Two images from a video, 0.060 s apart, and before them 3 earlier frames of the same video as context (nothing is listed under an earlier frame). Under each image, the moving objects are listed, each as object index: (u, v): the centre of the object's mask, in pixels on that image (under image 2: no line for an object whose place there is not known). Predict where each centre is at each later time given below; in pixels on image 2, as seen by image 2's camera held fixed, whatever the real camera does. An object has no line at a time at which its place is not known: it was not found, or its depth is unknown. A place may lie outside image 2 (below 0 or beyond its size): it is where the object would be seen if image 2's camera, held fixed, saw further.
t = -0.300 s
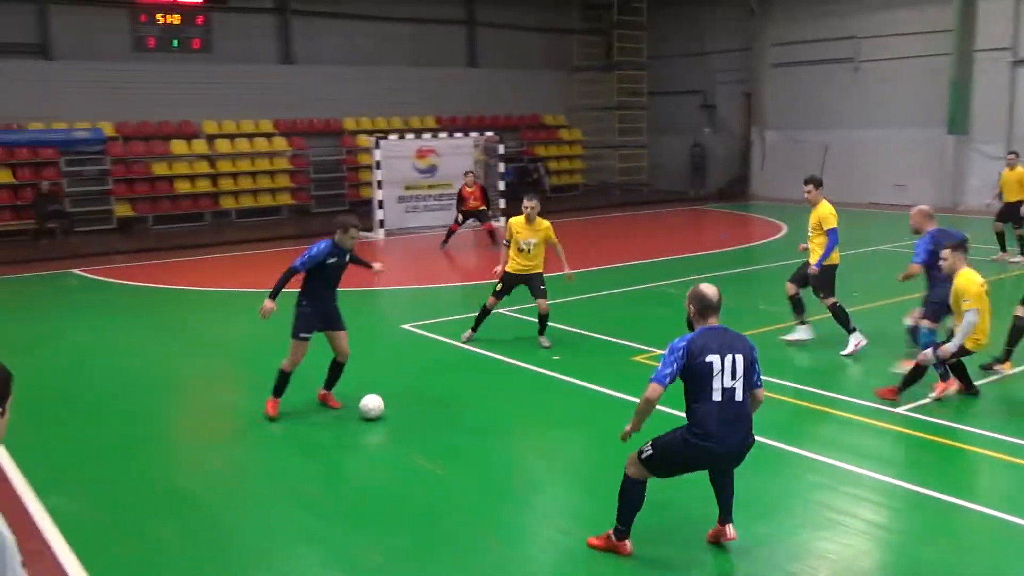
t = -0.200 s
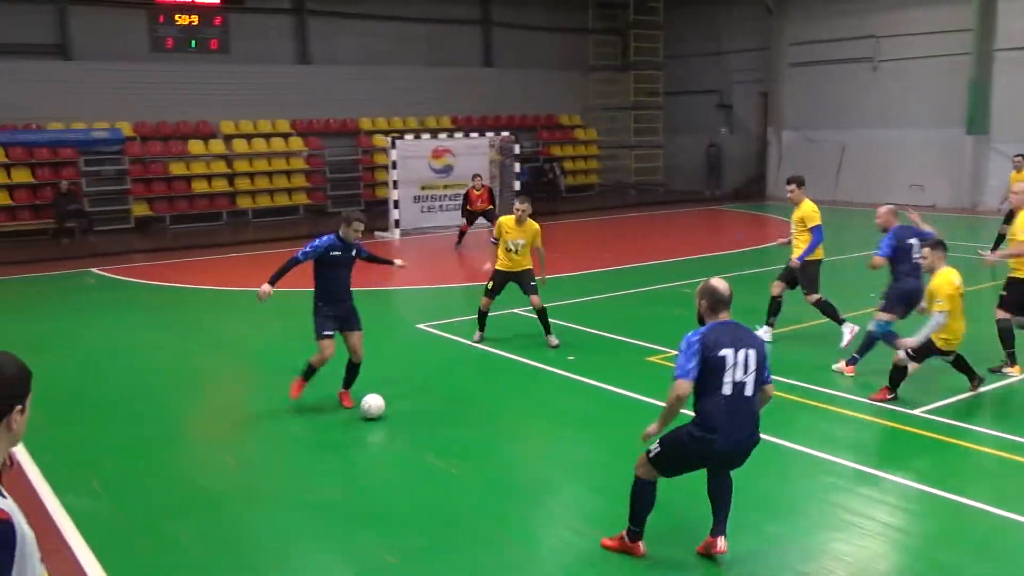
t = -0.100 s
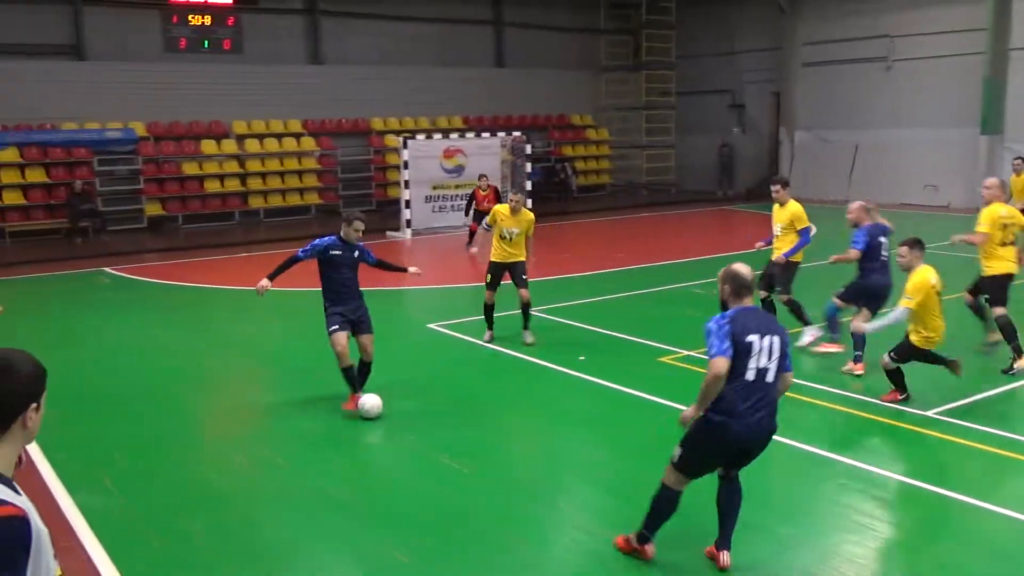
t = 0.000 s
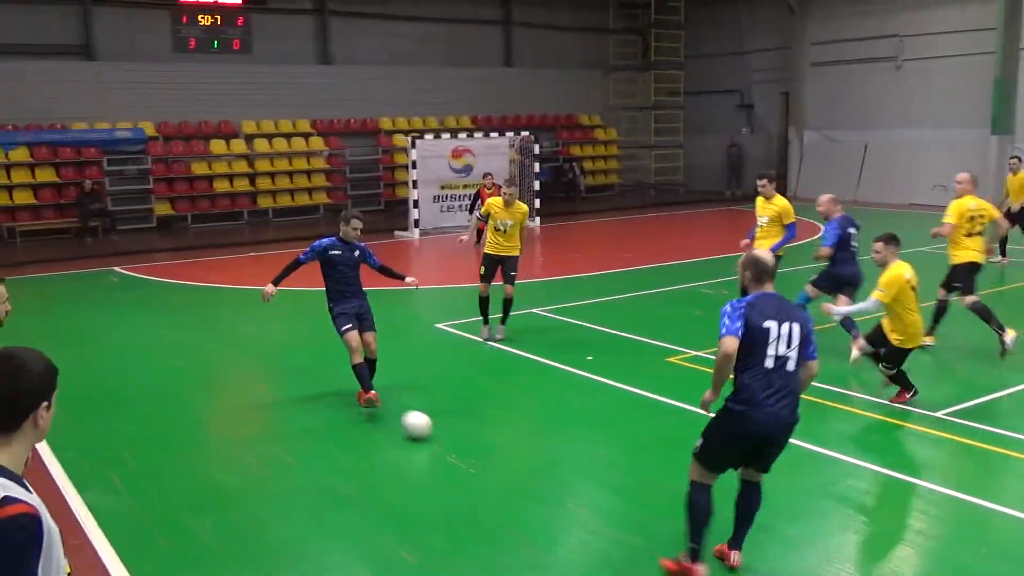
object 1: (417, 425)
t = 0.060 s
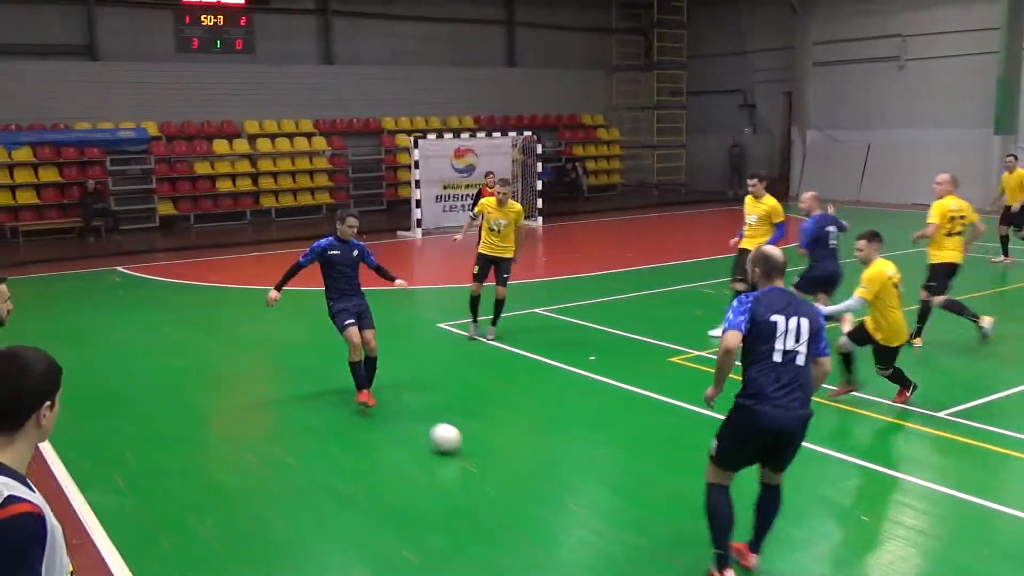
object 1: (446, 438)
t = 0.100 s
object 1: (463, 448)
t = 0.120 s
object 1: (473, 454)
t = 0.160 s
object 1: (494, 466)
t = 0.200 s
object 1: (515, 477)
